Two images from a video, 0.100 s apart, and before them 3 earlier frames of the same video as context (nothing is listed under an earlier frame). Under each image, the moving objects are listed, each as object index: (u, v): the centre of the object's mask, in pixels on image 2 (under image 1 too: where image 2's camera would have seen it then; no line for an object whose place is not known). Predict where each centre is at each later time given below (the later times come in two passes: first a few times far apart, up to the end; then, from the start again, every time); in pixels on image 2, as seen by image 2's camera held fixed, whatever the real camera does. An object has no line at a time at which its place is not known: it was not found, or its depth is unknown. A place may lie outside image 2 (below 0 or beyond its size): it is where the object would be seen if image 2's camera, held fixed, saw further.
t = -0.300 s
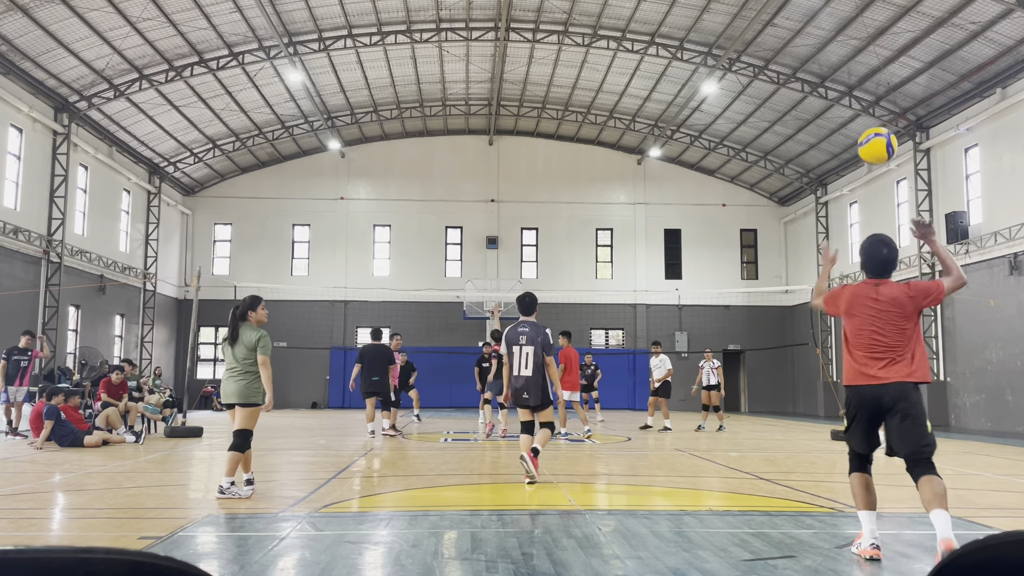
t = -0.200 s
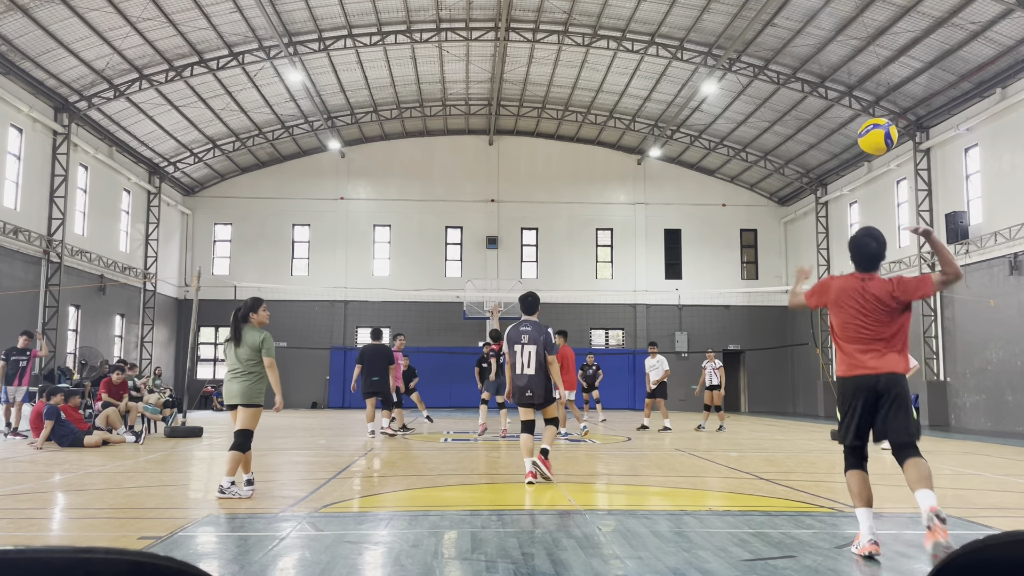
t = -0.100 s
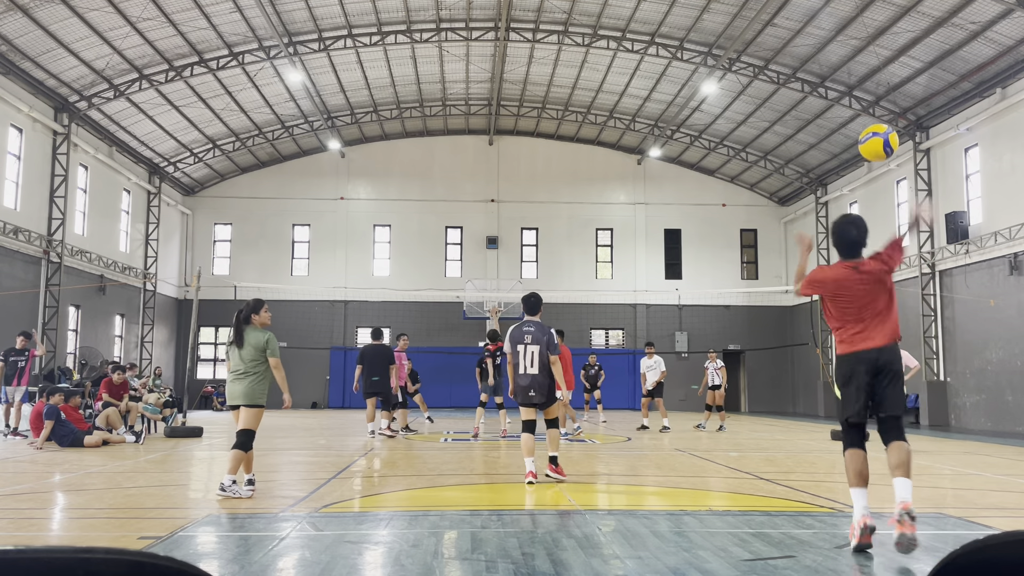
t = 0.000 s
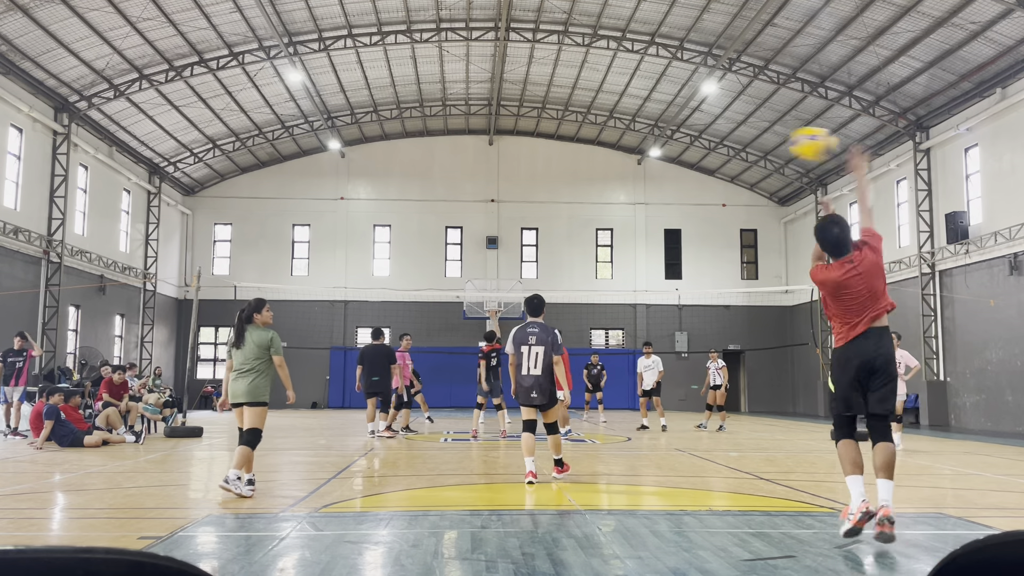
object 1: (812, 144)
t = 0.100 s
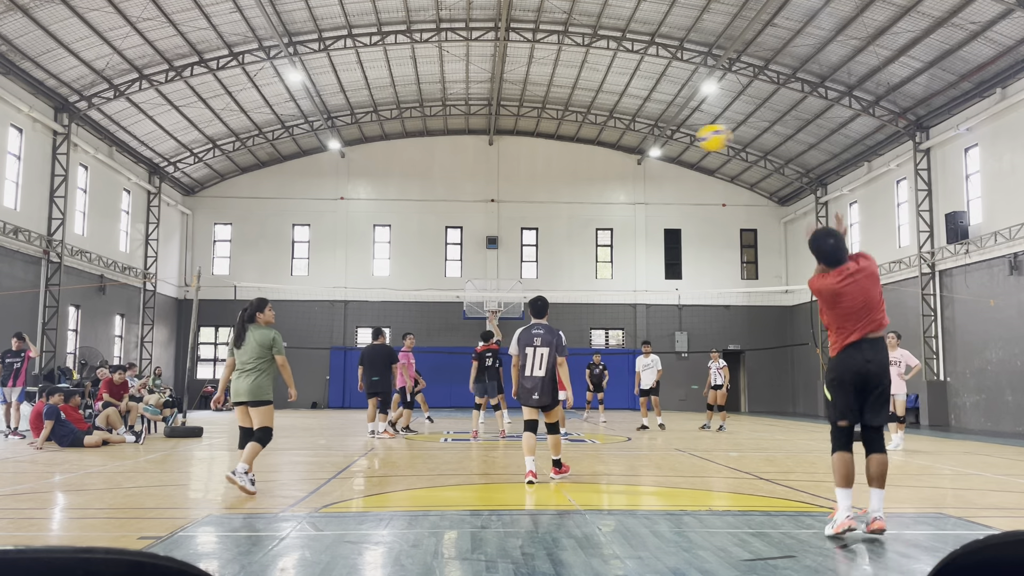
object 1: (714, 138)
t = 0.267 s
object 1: (613, 152)
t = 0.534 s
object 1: (522, 208)
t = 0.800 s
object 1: (474, 279)
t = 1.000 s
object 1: (451, 336)
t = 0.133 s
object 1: (689, 139)
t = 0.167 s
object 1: (667, 141)
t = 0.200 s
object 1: (647, 144)
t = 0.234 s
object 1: (629, 147)
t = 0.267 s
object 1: (613, 152)
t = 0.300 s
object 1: (597, 157)
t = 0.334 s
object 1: (584, 163)
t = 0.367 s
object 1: (572, 170)
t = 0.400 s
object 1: (560, 177)
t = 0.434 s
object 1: (550, 184)
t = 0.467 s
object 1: (539, 192)
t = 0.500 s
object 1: (531, 200)
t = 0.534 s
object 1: (522, 208)
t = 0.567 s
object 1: (515, 217)
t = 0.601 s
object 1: (508, 225)
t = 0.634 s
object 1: (501, 234)
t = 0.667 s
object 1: (494, 242)
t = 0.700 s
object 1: (489, 251)
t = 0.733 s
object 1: (484, 260)
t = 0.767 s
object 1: (479, 270)
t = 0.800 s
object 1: (474, 279)
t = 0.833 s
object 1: (469, 287)
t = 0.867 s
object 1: (465, 300)
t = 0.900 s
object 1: (461, 308)
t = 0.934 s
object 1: (458, 317)
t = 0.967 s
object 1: (454, 327)
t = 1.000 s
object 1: (451, 336)
